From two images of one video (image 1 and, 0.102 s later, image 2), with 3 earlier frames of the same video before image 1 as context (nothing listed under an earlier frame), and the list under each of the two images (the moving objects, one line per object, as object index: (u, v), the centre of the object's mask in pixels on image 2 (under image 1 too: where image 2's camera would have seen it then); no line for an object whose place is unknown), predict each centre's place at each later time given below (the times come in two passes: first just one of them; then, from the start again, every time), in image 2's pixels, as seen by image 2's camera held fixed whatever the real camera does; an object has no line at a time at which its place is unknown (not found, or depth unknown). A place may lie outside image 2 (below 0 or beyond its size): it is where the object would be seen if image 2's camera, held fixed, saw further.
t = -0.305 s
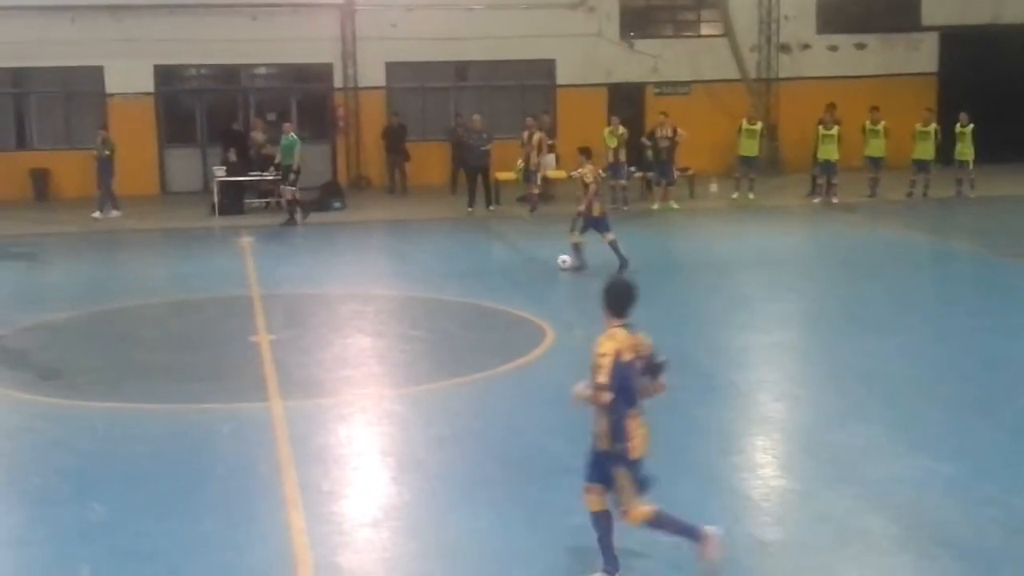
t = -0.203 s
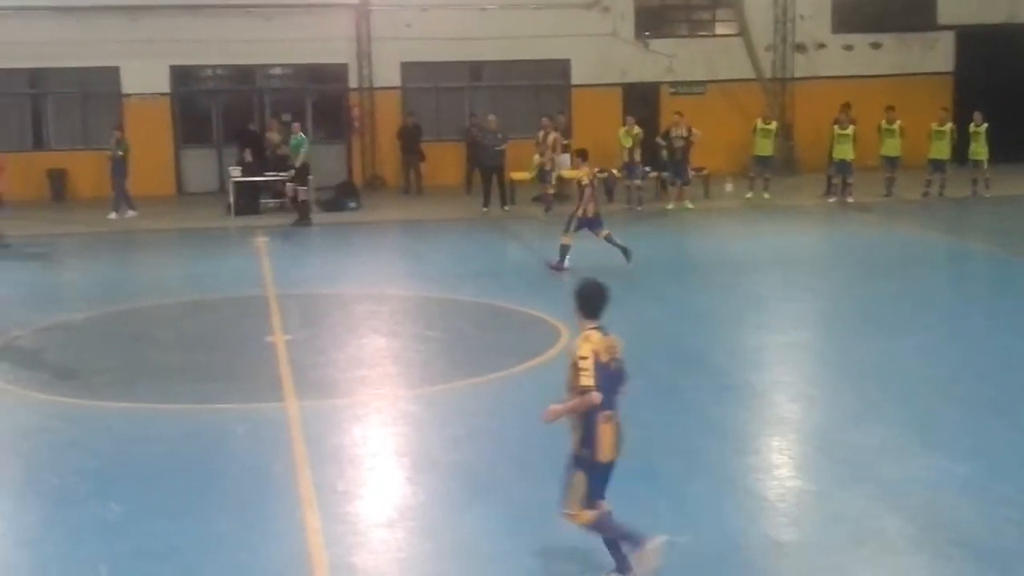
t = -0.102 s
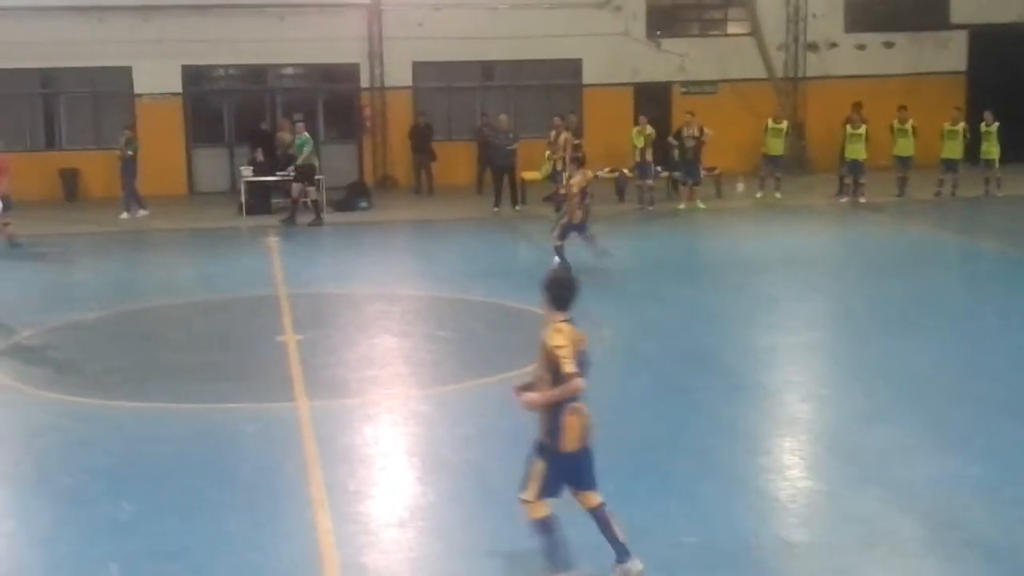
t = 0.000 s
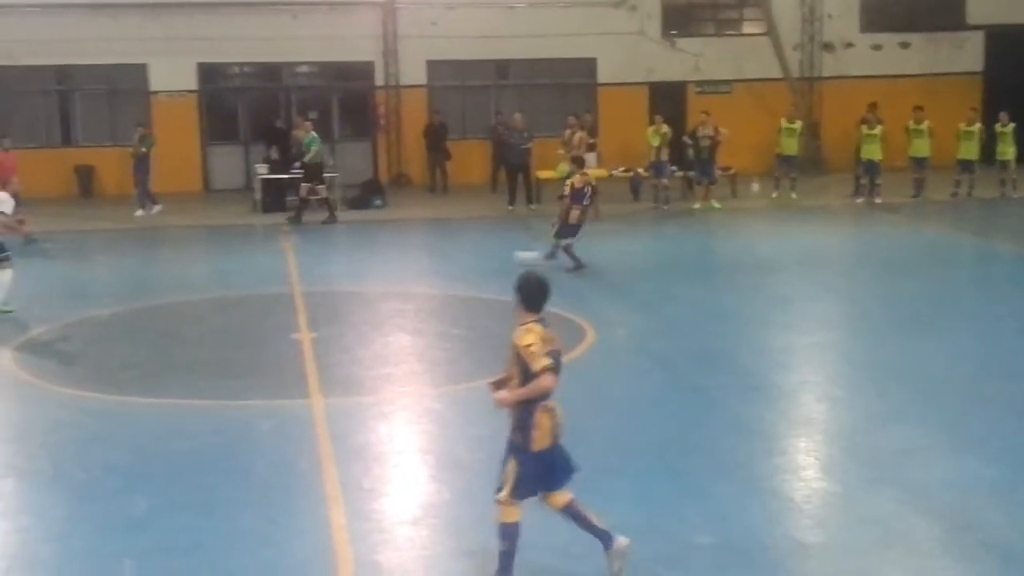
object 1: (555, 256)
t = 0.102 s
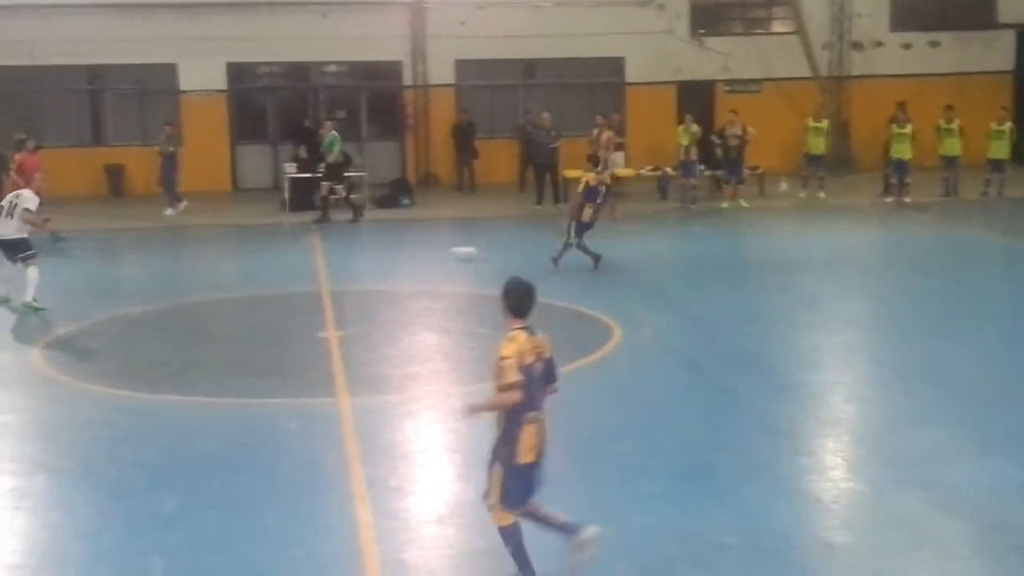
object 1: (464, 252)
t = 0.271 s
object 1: (333, 247)
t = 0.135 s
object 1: (437, 252)
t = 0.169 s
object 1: (410, 252)
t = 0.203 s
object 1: (383, 251)
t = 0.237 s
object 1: (357, 249)
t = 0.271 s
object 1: (333, 247)
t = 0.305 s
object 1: (309, 247)
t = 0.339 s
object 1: (287, 246)
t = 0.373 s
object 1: (263, 246)
